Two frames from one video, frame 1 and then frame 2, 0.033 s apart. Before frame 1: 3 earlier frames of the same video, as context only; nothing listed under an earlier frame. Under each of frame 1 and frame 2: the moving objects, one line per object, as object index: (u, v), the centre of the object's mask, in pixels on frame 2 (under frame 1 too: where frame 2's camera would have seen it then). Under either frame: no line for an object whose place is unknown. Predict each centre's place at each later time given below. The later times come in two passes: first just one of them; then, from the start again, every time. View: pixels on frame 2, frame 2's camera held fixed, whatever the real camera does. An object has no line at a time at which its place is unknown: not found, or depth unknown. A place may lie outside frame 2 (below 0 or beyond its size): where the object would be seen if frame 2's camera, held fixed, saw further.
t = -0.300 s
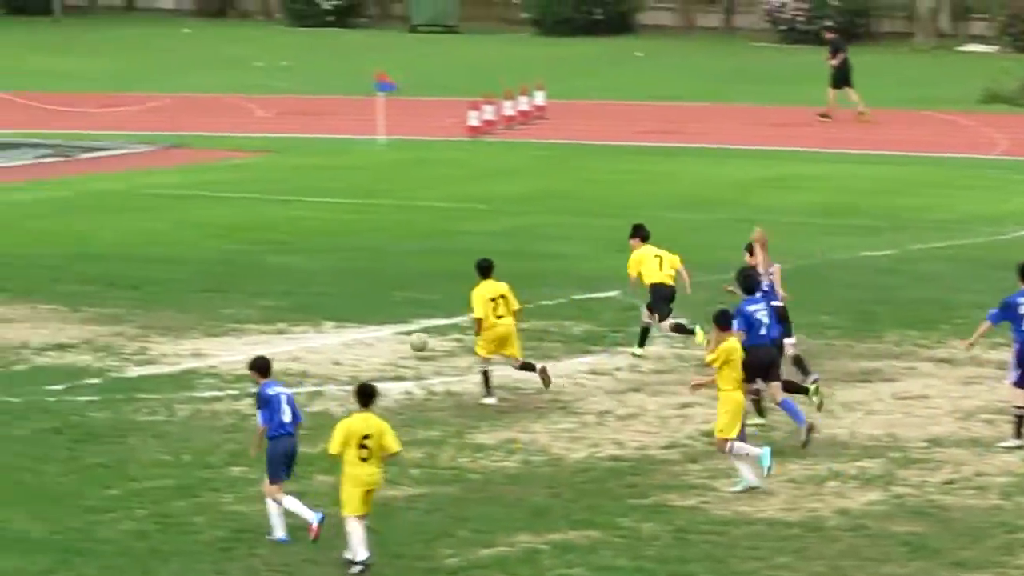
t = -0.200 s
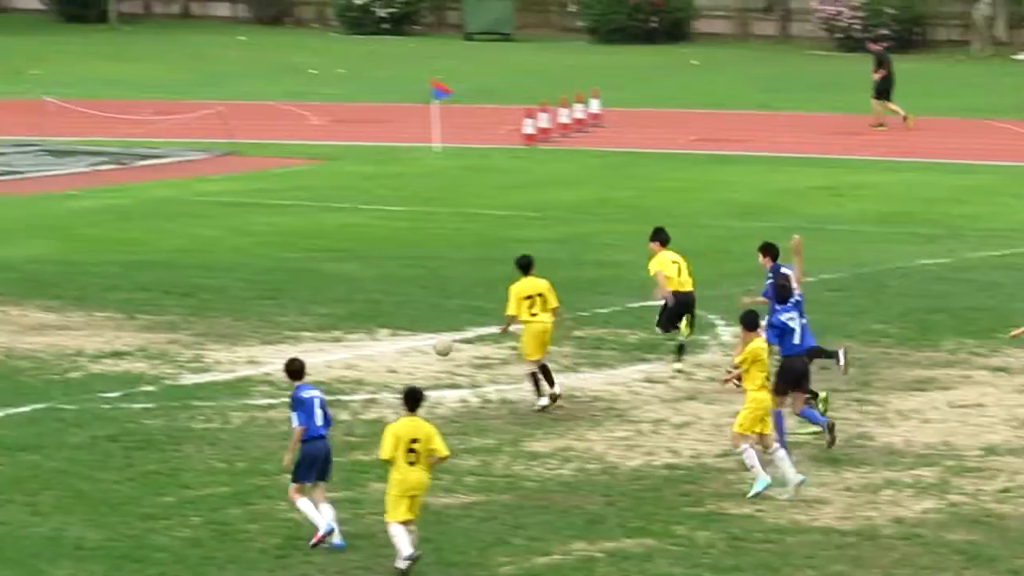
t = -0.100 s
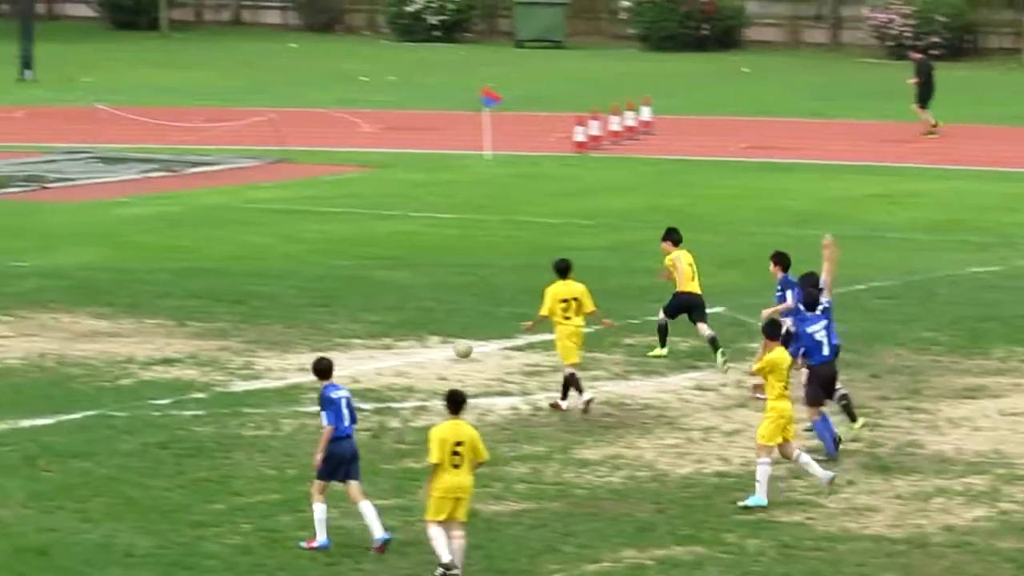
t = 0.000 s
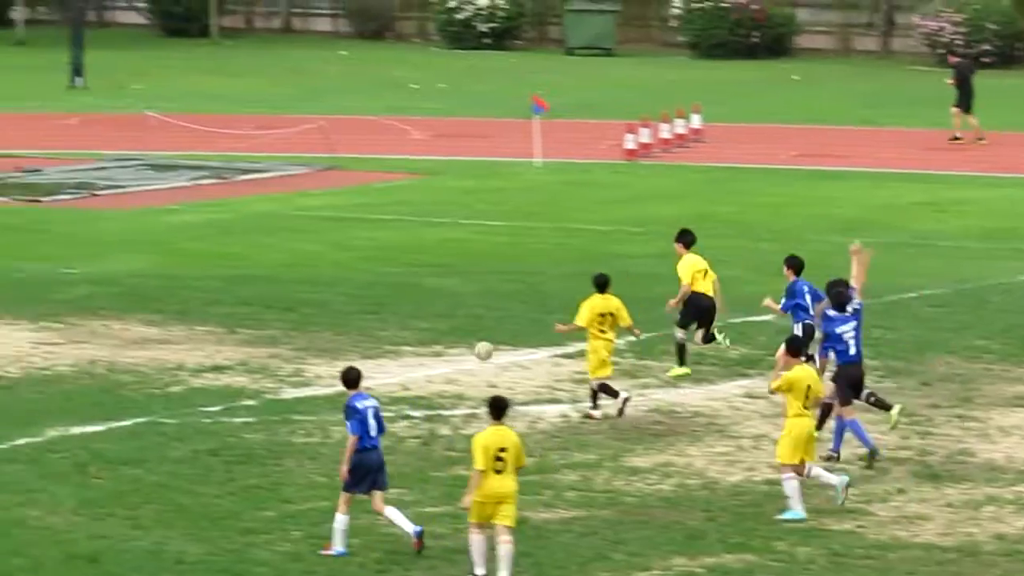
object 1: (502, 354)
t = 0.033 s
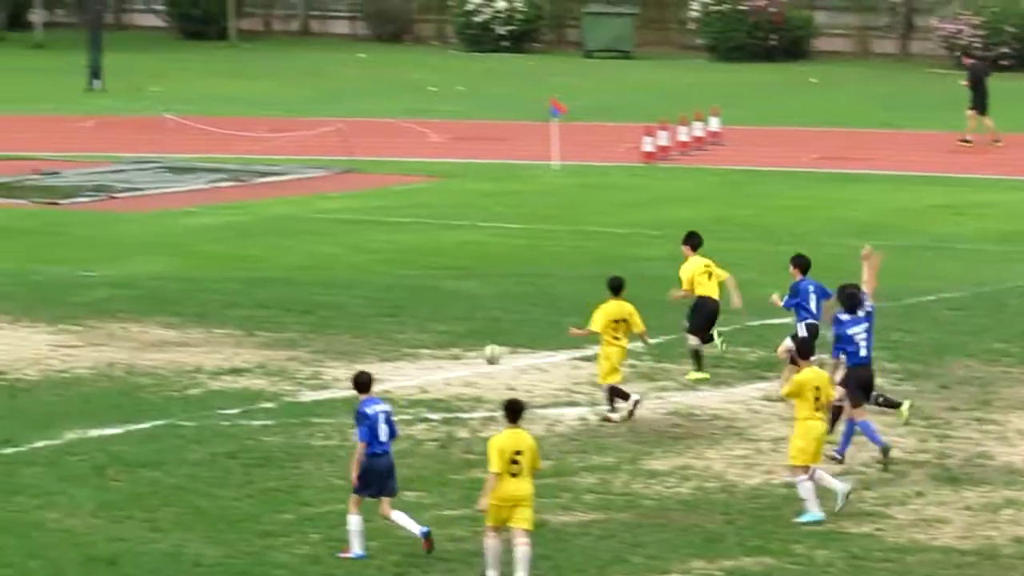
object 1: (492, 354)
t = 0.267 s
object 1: (430, 344)
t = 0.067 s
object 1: (483, 352)
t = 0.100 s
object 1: (473, 350)
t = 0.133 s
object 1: (464, 350)
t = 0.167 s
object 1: (455, 348)
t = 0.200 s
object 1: (447, 346)
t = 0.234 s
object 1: (439, 344)
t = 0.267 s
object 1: (430, 344)
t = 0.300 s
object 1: (422, 340)
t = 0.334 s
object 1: (413, 339)
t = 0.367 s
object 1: (406, 337)
